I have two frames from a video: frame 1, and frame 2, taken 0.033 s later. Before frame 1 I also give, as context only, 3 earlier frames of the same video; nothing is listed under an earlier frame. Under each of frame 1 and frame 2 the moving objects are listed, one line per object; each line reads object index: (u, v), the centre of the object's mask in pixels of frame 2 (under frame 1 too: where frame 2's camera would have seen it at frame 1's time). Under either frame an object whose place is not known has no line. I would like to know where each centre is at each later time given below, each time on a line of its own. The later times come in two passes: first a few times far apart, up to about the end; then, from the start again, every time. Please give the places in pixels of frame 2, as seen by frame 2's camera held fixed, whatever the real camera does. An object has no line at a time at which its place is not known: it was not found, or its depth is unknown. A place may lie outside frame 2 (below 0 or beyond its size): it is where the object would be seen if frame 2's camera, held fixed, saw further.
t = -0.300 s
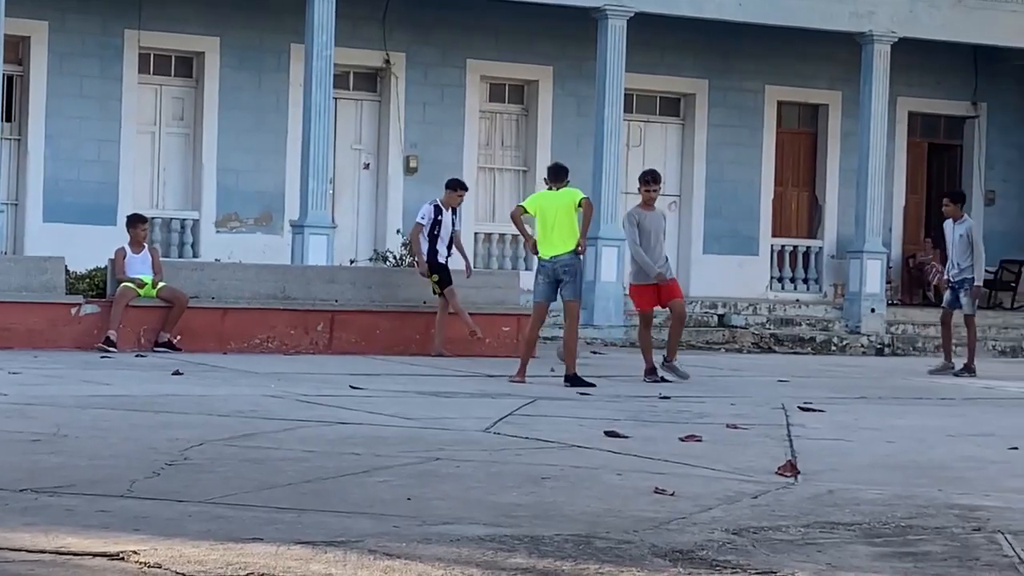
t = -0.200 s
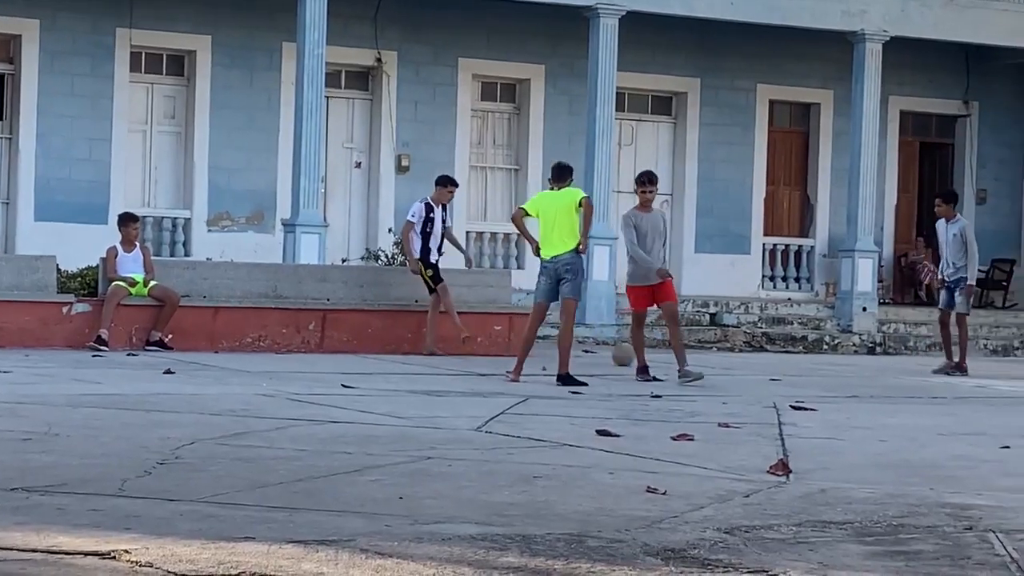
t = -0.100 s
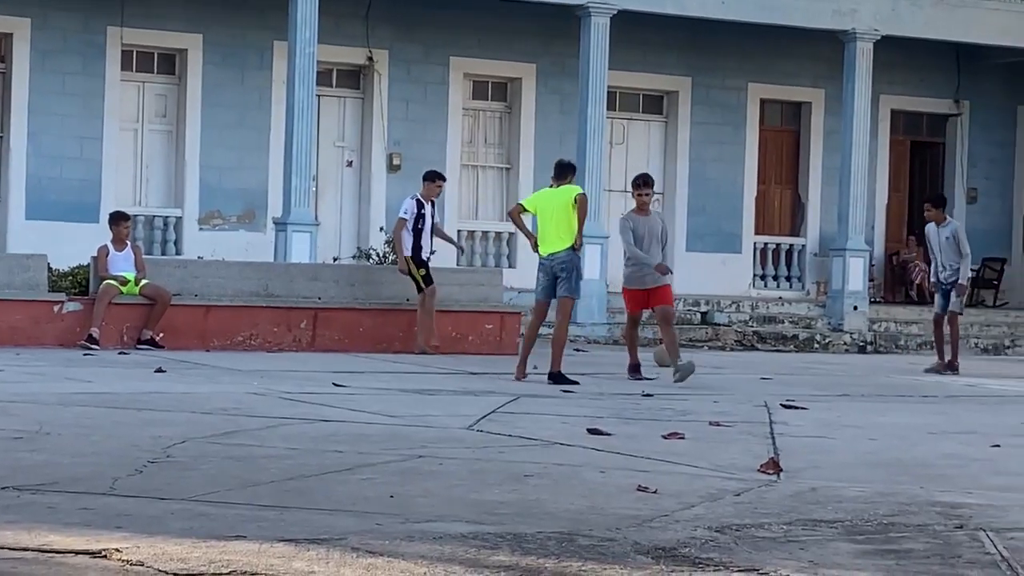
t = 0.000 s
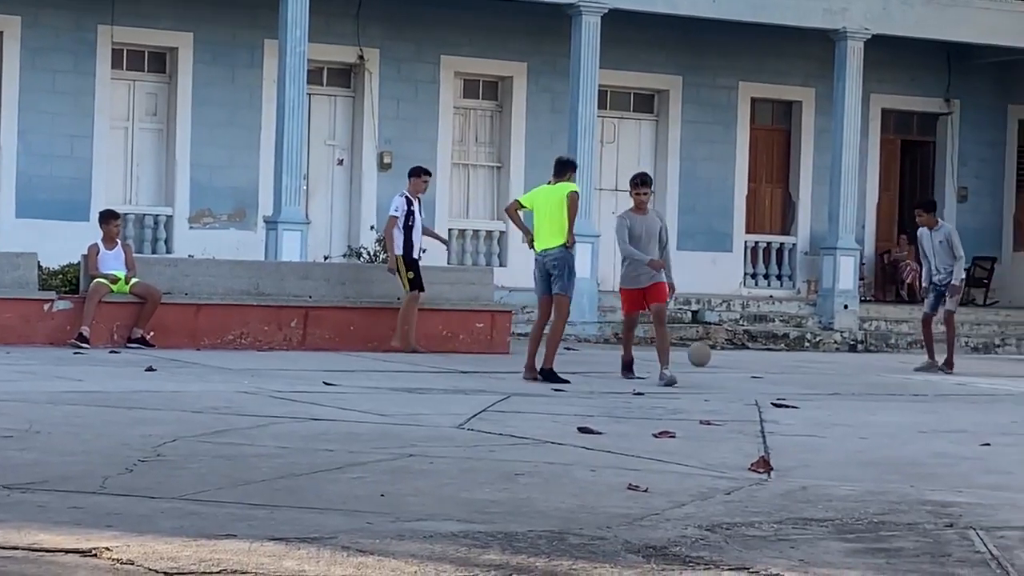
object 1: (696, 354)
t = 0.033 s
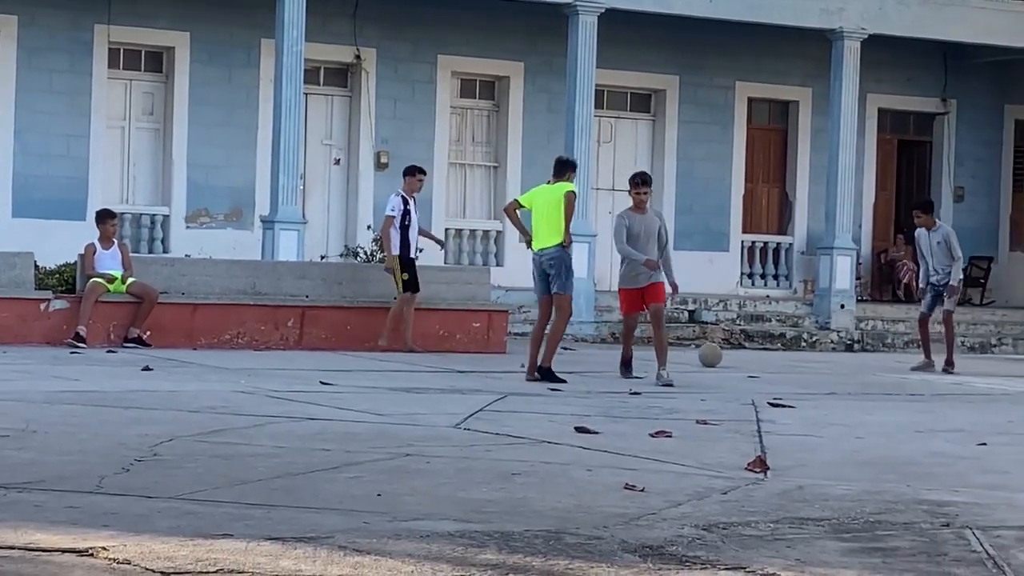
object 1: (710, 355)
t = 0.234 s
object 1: (791, 359)
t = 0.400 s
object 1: (854, 362)
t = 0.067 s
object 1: (724, 357)
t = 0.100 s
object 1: (737, 357)
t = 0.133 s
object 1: (751, 356)
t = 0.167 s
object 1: (764, 356)
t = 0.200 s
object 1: (777, 357)
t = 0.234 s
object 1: (791, 359)
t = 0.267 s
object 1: (804, 359)
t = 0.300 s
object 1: (816, 360)
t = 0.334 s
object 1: (829, 360)
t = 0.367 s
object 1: (842, 361)
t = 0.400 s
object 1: (854, 362)
